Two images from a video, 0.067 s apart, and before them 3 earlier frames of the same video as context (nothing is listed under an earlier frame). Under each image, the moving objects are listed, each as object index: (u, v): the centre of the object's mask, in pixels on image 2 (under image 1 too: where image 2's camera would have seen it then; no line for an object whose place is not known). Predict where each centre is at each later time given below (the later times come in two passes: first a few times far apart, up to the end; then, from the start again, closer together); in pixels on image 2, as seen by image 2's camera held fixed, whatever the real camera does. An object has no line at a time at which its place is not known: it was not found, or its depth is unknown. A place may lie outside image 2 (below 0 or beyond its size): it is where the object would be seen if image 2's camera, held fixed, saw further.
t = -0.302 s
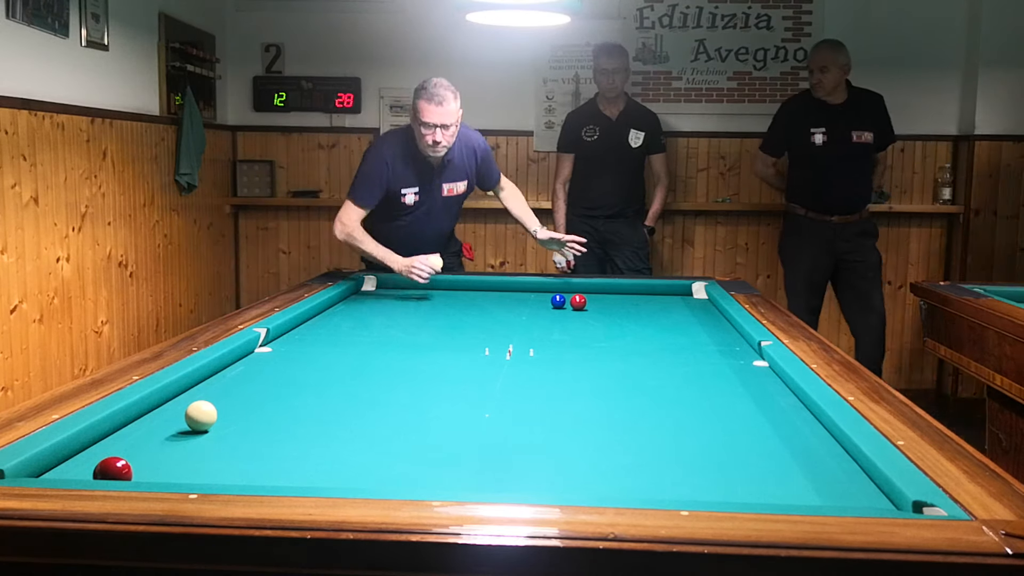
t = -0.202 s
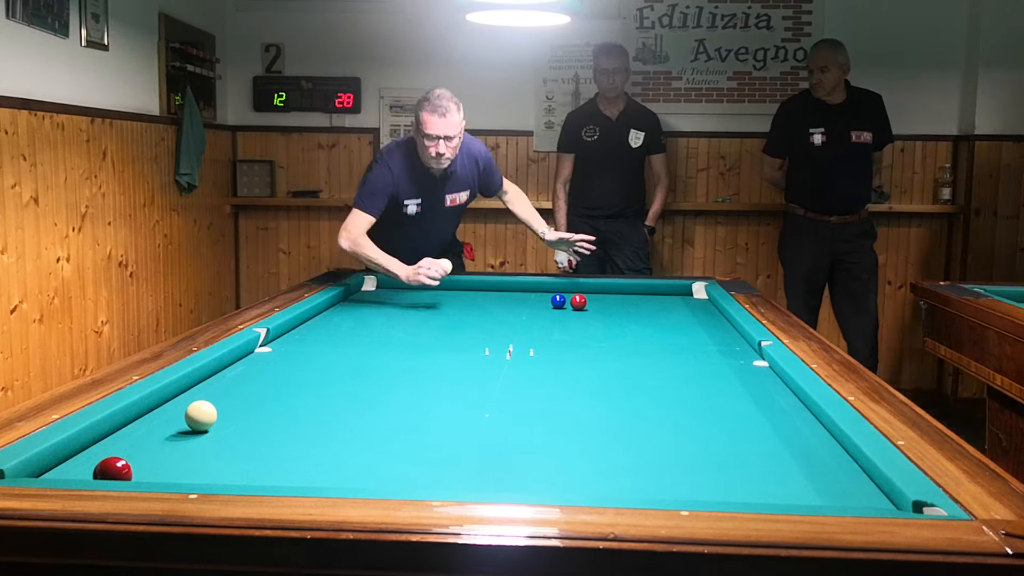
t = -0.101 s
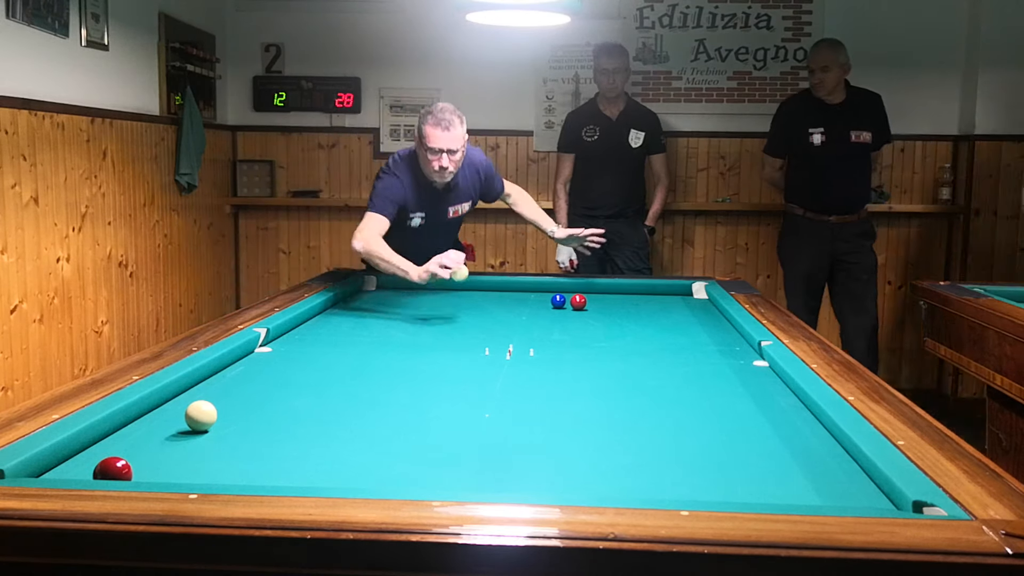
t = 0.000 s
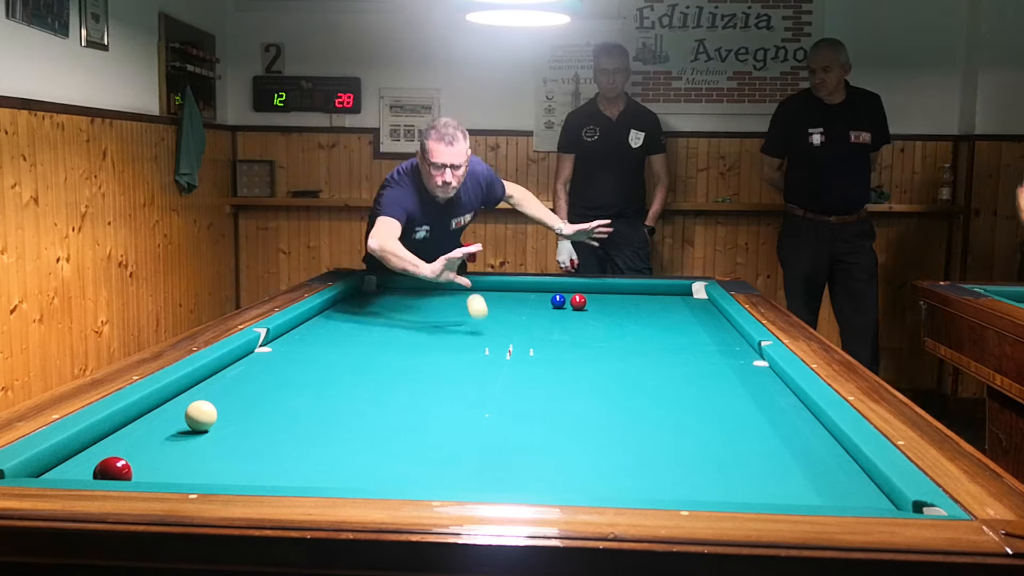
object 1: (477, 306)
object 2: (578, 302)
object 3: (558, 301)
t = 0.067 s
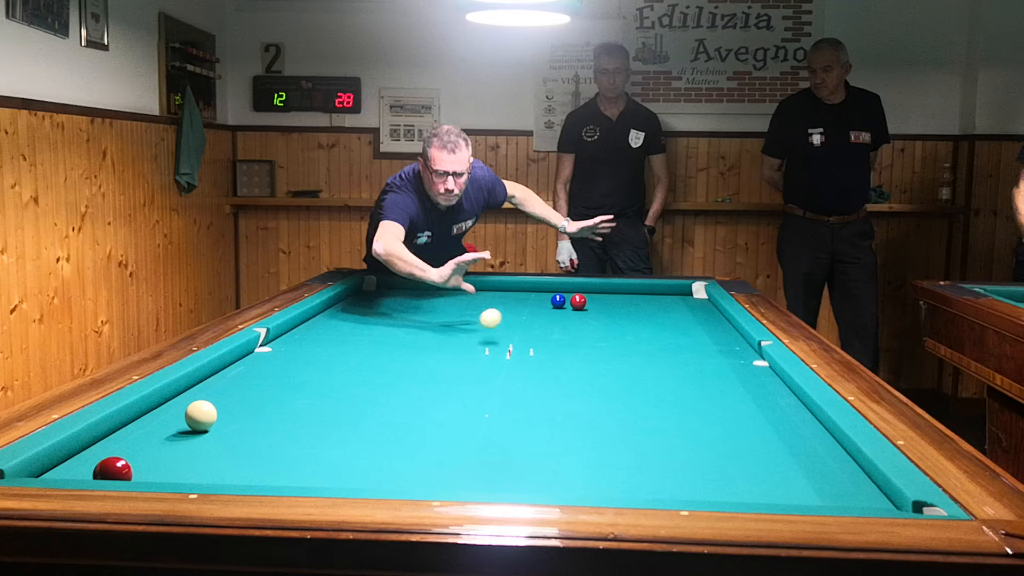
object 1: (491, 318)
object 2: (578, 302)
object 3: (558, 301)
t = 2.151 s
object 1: (695, 342)
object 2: (578, 302)
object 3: (558, 301)
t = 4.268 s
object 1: (568, 298)
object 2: (578, 302)
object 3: (551, 302)
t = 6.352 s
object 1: (545, 304)
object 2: (610, 311)
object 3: (397, 319)
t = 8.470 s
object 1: (544, 305)
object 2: (615, 314)
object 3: (294, 333)
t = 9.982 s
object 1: (544, 305)
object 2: (615, 314)
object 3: (303, 339)
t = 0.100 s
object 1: (497, 314)
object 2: (578, 301)
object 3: (558, 301)
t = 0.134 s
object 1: (504, 315)
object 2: (578, 302)
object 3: (558, 301)
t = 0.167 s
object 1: (512, 319)
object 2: (578, 301)
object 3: (558, 301)
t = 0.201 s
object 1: (520, 328)
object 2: (578, 302)
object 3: (558, 301)
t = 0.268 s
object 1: (537, 359)
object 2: (578, 302)
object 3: (558, 301)
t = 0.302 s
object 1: (547, 359)
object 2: (578, 302)
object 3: (558, 301)
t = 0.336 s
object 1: (556, 361)
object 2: (578, 301)
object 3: (558, 301)
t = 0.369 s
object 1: (566, 367)
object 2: (578, 302)
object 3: (558, 301)
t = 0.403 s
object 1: (577, 379)
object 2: (578, 302)
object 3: (558, 301)
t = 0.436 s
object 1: (589, 395)
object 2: (578, 302)
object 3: (558, 301)
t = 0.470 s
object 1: (601, 396)
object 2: (578, 302)
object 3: (558, 301)
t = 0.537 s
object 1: (626, 418)
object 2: (578, 302)
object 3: (558, 301)
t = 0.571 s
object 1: (641, 427)
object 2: (578, 302)
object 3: (558, 301)
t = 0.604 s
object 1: (656, 441)
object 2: (578, 302)
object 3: (558, 301)
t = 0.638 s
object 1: (673, 452)
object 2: (578, 302)
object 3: (558, 301)
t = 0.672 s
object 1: (689, 464)
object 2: (578, 302)
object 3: (558, 301)
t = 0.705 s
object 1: (708, 477)
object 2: (578, 302)
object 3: (558, 301)
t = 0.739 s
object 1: (727, 486)
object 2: (578, 302)
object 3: (558, 301)
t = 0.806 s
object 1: (764, 498)
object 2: (578, 302)
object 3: (558, 301)
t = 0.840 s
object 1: (766, 493)
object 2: (578, 302)
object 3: (558, 301)
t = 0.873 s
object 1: (768, 488)
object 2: (578, 302)
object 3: (558, 301)
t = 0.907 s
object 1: (770, 482)
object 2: (578, 302)
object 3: (558, 301)
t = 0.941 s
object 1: (772, 474)
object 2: (578, 302)
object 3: (558, 301)
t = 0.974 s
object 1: (775, 466)
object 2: (578, 302)
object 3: (558, 301)
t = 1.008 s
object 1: (777, 459)
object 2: (578, 302)
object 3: (558, 301)
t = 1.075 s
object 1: (781, 447)
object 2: (578, 302)
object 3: (558, 301)
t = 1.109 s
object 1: (783, 441)
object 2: (578, 302)
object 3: (558, 301)
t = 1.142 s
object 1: (786, 436)
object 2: (578, 302)
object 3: (558, 301)
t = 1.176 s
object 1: (788, 431)
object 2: (578, 302)
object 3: (558, 301)
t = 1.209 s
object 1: (790, 427)
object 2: (578, 302)
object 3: (558, 301)
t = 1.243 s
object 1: (791, 422)
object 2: (578, 302)
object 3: (558, 301)
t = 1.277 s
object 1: (794, 418)
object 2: (578, 302)
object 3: (558, 301)
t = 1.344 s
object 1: (797, 409)
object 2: (578, 302)
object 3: (558, 301)
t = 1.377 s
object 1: (795, 405)
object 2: (578, 302)
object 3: (558, 301)
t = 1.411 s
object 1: (788, 402)
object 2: (578, 302)
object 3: (558, 301)
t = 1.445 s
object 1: (781, 398)
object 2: (578, 302)
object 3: (558, 301)
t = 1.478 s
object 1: (776, 395)
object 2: (578, 302)
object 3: (558, 301)
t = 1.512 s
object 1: (770, 391)
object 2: (578, 302)
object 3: (558, 301)
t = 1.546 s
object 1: (765, 388)
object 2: (578, 302)
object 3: (558, 301)
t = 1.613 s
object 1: (756, 382)
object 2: (578, 302)
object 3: (558, 301)
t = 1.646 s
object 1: (751, 379)
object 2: (578, 302)
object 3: (558, 301)
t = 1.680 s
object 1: (747, 376)
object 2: (578, 302)
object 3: (558, 301)
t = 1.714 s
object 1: (742, 373)
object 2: (578, 302)
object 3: (558, 301)
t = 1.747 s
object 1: (738, 370)
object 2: (578, 302)
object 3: (558, 301)
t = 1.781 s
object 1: (734, 367)
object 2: (578, 302)
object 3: (558, 301)
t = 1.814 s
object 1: (730, 365)
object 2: (578, 302)
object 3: (558, 301)
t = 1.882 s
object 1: (722, 360)
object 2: (578, 302)
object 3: (558, 301)
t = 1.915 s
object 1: (718, 357)
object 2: (578, 302)
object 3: (558, 301)
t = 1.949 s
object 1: (715, 355)
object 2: (578, 302)
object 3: (558, 301)
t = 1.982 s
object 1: (711, 353)
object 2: (578, 302)
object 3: (558, 301)
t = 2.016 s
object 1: (708, 350)
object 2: (578, 302)
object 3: (558, 301)
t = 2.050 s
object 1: (704, 348)
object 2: (578, 302)
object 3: (558, 301)
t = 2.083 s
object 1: (701, 346)
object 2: (578, 302)
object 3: (558, 301)
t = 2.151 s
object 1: (695, 342)
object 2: (578, 302)
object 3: (558, 301)
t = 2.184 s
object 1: (692, 340)
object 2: (578, 302)
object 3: (558, 301)
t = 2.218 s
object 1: (688, 338)
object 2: (578, 302)
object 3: (558, 301)
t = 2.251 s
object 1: (685, 336)
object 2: (578, 302)
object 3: (558, 301)
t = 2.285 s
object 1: (682, 334)
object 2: (578, 302)
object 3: (558, 301)
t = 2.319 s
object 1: (680, 332)
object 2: (578, 302)
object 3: (558, 301)
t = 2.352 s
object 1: (677, 331)
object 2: (578, 302)
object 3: (558, 301)
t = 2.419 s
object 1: (672, 327)
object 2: (578, 302)
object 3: (558, 301)
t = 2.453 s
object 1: (669, 326)
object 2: (578, 302)
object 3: (558, 301)
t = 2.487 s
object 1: (666, 324)
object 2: (578, 302)
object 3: (558, 301)
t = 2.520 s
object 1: (664, 322)
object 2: (578, 302)
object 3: (558, 301)
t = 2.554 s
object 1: (661, 321)
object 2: (578, 302)
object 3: (558, 301)
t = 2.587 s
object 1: (659, 319)
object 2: (578, 302)
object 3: (558, 301)
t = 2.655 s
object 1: (655, 316)
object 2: (578, 302)
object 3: (558, 301)
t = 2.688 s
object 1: (652, 315)
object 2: (578, 302)
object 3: (558, 301)
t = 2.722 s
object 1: (650, 314)
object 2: (578, 302)
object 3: (558, 301)
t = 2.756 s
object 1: (648, 312)
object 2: (578, 302)
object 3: (558, 301)
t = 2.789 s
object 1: (646, 311)
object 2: (578, 302)
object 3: (558, 301)
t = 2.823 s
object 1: (644, 309)
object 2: (578, 302)
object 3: (558, 301)
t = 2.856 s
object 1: (642, 308)
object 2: (578, 302)
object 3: (558, 301)
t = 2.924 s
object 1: (638, 306)
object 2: (578, 302)
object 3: (558, 301)
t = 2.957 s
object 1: (636, 305)
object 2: (578, 302)
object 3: (558, 301)
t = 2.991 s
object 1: (634, 303)
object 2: (578, 302)
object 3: (558, 301)
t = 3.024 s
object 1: (633, 302)
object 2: (578, 302)
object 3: (558, 301)
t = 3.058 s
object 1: (631, 301)
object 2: (578, 302)
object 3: (558, 301)
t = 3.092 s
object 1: (629, 299)
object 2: (578, 302)
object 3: (558, 301)
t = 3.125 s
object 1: (627, 298)
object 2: (578, 302)
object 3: (558, 301)
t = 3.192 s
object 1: (624, 296)
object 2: (578, 302)
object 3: (558, 301)
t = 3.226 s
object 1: (622, 295)
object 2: (578, 302)
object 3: (558, 301)
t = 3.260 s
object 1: (620, 294)
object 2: (578, 302)
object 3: (558, 301)
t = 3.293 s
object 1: (619, 293)
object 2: (578, 302)
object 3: (558, 301)
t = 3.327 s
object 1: (617, 292)
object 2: (578, 302)
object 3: (558, 301)
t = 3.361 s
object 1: (615, 291)
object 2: (578, 302)
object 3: (558, 301)
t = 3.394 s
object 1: (614, 290)
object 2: (578, 302)
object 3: (558, 301)
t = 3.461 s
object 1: (611, 288)
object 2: (578, 302)
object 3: (558, 301)
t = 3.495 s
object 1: (609, 288)
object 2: (578, 302)
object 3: (558, 301)
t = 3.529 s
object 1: (608, 288)
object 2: (578, 302)
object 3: (558, 301)
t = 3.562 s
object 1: (606, 289)
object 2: (578, 302)
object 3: (558, 301)
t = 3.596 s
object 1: (604, 289)
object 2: (578, 302)
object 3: (558, 301)
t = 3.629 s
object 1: (602, 290)
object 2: (578, 302)
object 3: (558, 301)
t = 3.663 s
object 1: (600, 290)
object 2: (578, 302)
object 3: (558, 301)
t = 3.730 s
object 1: (596, 291)
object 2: (578, 302)
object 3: (558, 301)
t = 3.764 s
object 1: (594, 292)
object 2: (578, 302)
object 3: (558, 301)
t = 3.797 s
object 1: (593, 292)
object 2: (578, 301)
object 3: (558, 301)
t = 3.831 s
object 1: (591, 293)
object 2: (578, 302)
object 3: (558, 301)
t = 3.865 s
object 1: (589, 293)
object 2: (578, 302)
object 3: (558, 301)
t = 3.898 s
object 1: (588, 293)
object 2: (578, 302)
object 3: (558, 301)
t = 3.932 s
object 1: (586, 293)
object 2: (578, 302)
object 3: (558, 301)
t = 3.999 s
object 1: (582, 293)
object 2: (578, 302)
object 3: (558, 301)
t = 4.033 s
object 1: (579, 293)
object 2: (578, 302)
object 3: (558, 301)
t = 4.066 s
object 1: (576, 293)
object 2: (578, 302)
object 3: (558, 301)
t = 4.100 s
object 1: (573, 294)
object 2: (578, 302)
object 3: (558, 301)
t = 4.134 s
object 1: (570, 295)
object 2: (579, 302)
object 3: (558, 301)
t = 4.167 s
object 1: (569, 296)
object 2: (579, 302)
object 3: (558, 301)
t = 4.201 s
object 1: (568, 297)
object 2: (579, 302)
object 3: (557, 301)
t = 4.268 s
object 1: (568, 298)
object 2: (578, 302)
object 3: (551, 302)
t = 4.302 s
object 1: (568, 298)
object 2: (579, 302)
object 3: (548, 302)
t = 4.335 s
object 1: (568, 299)
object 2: (580, 302)
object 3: (545, 303)
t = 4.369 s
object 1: (567, 299)
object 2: (580, 302)
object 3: (543, 303)
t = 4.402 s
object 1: (567, 299)
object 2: (581, 303)
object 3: (540, 303)
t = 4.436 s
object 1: (567, 300)
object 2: (582, 303)
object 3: (538, 303)
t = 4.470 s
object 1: (567, 300)
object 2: (582, 303)
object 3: (535, 304)
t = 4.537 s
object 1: (566, 300)
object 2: (583, 303)
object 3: (530, 304)
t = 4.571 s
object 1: (565, 300)
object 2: (584, 304)
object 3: (527, 305)
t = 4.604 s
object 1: (564, 300)
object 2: (585, 304)
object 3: (525, 305)
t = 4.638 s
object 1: (564, 300)
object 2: (585, 304)
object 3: (522, 305)
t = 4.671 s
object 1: (563, 300)
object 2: (586, 304)
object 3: (520, 305)
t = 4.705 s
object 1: (563, 301)
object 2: (586, 304)
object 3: (517, 306)
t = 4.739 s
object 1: (562, 301)
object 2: (587, 304)
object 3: (515, 306)
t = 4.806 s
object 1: (561, 301)
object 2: (588, 305)
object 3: (510, 307)
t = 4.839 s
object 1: (561, 301)
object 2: (589, 305)
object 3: (507, 307)
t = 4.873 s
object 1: (560, 301)
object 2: (589, 305)
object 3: (505, 307)
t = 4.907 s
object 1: (560, 301)
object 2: (590, 305)
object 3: (502, 307)
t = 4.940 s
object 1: (559, 301)
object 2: (591, 305)
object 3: (500, 308)
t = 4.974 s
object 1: (559, 301)
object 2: (591, 305)
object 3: (497, 308)
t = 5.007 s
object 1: (558, 301)
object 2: (592, 306)
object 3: (495, 308)
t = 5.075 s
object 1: (557, 302)
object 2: (593, 306)
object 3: (490, 309)
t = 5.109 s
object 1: (557, 302)
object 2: (594, 306)
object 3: (487, 309)
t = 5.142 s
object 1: (557, 302)
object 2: (594, 306)
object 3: (485, 309)
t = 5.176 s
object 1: (556, 302)
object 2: (595, 306)
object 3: (482, 310)
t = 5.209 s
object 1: (556, 302)
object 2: (595, 306)
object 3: (480, 310)
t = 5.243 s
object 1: (555, 302)
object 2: (596, 307)
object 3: (477, 310)
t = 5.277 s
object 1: (555, 302)
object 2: (596, 307)
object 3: (475, 310)
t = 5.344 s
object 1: (554, 302)
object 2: (597, 307)
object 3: (470, 311)
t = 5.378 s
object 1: (553, 302)
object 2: (598, 308)
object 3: (467, 311)
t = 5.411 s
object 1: (553, 302)
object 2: (598, 308)
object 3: (465, 311)
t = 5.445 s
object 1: (553, 303)
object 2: (599, 308)
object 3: (462, 312)
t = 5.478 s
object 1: (552, 303)
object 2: (599, 308)
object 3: (460, 312)
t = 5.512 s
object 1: (552, 303)
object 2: (600, 308)
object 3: (457, 312)
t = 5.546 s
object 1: (552, 303)
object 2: (600, 308)
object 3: (455, 313)
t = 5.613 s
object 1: (551, 303)
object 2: (602, 308)
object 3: (450, 313)
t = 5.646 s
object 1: (551, 303)
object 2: (602, 309)
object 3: (447, 313)
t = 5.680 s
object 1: (550, 303)
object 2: (602, 309)
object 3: (445, 314)
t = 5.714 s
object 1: (550, 303)
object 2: (603, 309)
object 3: (443, 314)
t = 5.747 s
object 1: (550, 303)
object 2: (603, 309)
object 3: (440, 314)
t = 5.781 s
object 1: (549, 303)
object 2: (604, 309)
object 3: (438, 314)
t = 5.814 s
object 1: (549, 303)
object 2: (604, 309)
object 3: (435, 315)
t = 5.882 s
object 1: (548, 304)
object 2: (605, 310)
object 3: (431, 315)
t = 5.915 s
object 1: (548, 304)
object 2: (605, 310)
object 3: (428, 316)
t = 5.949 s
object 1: (548, 304)
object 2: (606, 310)
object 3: (426, 316)
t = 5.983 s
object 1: (548, 304)
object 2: (606, 310)
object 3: (423, 316)
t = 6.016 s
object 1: (547, 304)
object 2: (607, 310)
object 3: (421, 316)
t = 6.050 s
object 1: (547, 304)
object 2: (607, 310)
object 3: (419, 317)
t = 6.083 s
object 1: (547, 304)
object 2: (607, 310)
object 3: (416, 317)
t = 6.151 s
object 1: (547, 304)
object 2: (608, 310)
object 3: (411, 317)
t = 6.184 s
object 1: (547, 304)
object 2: (608, 310)
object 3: (409, 318)
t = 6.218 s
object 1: (546, 304)
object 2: (609, 311)
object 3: (407, 318)
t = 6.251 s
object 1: (546, 304)
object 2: (609, 311)
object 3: (404, 318)
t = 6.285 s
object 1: (546, 304)
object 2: (609, 311)
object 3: (402, 318)
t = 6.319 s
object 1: (546, 304)
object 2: (610, 311)
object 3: (400, 319)
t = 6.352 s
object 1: (545, 304)
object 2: (610, 311)
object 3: (397, 319)
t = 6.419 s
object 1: (545, 304)
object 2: (611, 311)
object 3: (393, 319)
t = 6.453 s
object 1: (545, 304)
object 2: (611, 311)
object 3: (390, 320)
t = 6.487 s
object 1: (545, 304)
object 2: (611, 311)
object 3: (388, 320)
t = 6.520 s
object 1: (545, 304)
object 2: (611, 312)
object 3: (386, 320)
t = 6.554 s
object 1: (544, 305)
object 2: (612, 312)
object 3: (384, 321)
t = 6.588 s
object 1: (544, 304)
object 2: (612, 312)
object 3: (381, 321)
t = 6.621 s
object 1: (544, 305)
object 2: (612, 312)
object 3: (379, 321)
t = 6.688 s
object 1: (544, 305)
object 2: (613, 312)
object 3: (375, 322)
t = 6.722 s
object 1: (544, 305)
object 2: (613, 312)
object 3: (372, 322)
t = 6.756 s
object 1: (544, 305)
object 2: (613, 312)
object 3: (370, 322)
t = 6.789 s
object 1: (544, 305)
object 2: (613, 312)
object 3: (368, 322)
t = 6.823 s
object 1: (544, 305)
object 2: (613, 312)
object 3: (366, 323)
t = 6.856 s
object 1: (544, 305)
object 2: (614, 312)
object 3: (364, 323)
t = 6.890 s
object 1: (544, 305)
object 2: (614, 312)
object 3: (361, 323)
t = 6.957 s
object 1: (544, 305)
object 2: (614, 313)
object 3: (357, 323)
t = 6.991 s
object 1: (544, 305)
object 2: (614, 313)
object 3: (355, 324)
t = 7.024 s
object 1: (544, 305)
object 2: (614, 313)
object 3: (353, 324)
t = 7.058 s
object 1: (544, 305)
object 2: (614, 313)
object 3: (351, 324)
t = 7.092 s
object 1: (544, 305)
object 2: (614, 313)
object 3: (348, 324)
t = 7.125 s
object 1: (544, 305)
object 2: (614, 313)
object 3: (346, 325)
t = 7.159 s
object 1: (544, 305)
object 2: (614, 313)
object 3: (344, 325)
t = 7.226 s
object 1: (544, 305)
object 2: (615, 313)
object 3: (340, 325)
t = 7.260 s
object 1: (544, 305)
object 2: (615, 313)
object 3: (338, 325)
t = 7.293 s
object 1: (544, 305)
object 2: (615, 313)
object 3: (336, 326)
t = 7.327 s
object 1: (544, 305)
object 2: (615, 313)
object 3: (334, 326)
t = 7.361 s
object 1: (544, 305)
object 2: (615, 313)
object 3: (332, 326)
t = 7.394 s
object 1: (544, 305)
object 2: (615, 313)
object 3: (330, 326)
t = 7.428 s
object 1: (544, 305)
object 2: (615, 313)
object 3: (328, 327)
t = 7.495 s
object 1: (544, 305)
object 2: (615, 314)
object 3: (323, 327)
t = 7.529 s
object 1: (544, 305)
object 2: (615, 314)
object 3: (322, 327)
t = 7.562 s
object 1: (544, 305)
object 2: (615, 314)
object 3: (320, 328)
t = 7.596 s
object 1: (544, 305)
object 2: (615, 314)
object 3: (317, 328)
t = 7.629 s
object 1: (544, 305)
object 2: (615, 314)
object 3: (316, 328)
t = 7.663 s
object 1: (544, 305)
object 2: (615, 314)
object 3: (314, 328)
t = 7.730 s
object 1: (543, 305)
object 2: (615, 314)
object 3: (310, 329)
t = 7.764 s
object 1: (543, 305)
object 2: (615, 314)
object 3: (308, 329)
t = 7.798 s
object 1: (543, 305)
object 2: (615, 314)
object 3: (306, 329)
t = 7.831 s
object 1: (543, 305)
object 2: (615, 314)
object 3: (304, 329)
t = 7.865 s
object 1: (543, 305)
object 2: (615, 314)
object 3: (302, 330)
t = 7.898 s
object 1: (543, 305)
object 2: (615, 314)
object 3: (300, 330)
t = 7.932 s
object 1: (544, 305)
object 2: (615, 314)
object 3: (298, 330)
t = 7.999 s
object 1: (544, 305)
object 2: (615, 314)
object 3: (295, 330)
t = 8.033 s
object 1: (544, 305)
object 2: (615, 314)
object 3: (293, 330)
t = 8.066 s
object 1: (544, 305)
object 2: (615, 314)
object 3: (291, 331)
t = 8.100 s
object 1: (544, 305)
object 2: (615, 314)
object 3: (289, 331)
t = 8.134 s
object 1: (544, 305)
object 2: (615, 314)
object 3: (290, 331)
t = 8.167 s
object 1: (544, 305)
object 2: (615, 314)
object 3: (290, 331)
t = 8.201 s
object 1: (544, 305)
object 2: (615, 314)
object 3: (291, 331)
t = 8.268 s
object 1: (544, 305)
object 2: (615, 314)
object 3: (292, 332)
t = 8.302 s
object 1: (544, 305)
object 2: (615, 314)
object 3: (292, 332)
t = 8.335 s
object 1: (544, 305)
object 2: (615, 314)
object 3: (292, 332)
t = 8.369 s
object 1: (544, 305)
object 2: (615, 314)
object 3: (293, 332)
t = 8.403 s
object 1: (543, 305)
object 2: (615, 314)
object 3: (293, 333)
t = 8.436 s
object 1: (543, 305)
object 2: (615, 314)
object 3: (294, 333)
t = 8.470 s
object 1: (544, 305)
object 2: (615, 314)
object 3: (294, 333)
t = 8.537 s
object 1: (544, 305)
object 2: (615, 314)
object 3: (295, 333)
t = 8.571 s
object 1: (543, 305)
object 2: (615, 314)
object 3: (295, 333)
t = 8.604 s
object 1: (543, 305)
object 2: (615, 314)
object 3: (295, 334)
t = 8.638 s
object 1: (543, 305)
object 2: (615, 314)
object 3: (295, 334)
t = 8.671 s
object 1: (544, 305)
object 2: (615, 314)
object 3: (296, 334)
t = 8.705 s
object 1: (544, 305)
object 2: (615, 314)
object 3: (296, 334)
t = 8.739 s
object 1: (544, 305)
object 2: (615, 314)
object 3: (297, 334)
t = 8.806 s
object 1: (544, 305)
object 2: (615, 314)
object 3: (297, 334)
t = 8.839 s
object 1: (544, 305)
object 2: (615, 314)
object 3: (297, 335)
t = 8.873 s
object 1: (544, 305)
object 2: (615, 314)
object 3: (298, 335)
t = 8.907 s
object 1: (544, 305)
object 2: (615, 314)
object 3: (298, 335)
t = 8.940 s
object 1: (544, 305)
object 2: (615, 314)
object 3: (298, 335)
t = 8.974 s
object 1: (544, 305)
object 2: (615, 314)
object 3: (298, 335)
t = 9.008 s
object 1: (544, 305)
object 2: (615, 314)
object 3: (299, 335)
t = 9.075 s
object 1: (544, 305)
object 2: (615, 314)
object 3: (299, 336)
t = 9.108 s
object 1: (544, 305)
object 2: (615, 314)
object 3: (300, 336)
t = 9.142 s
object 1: (544, 305)
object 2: (615, 314)
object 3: (300, 336)
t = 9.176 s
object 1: (544, 305)
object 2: (615, 314)
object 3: (300, 336)
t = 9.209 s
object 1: (544, 305)
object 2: (615, 314)
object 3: (300, 336)
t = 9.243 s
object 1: (544, 305)
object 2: (615, 314)
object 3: (300, 336)
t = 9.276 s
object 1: (544, 305)
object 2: (615, 314)
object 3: (301, 336)
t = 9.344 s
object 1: (544, 305)
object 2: (615, 314)
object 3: (301, 336)
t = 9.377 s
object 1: (544, 305)
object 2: (615, 314)
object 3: (301, 337)
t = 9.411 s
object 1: (544, 305)
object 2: (615, 314)
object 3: (302, 337)
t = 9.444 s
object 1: (544, 305)
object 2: (615, 314)
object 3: (302, 337)
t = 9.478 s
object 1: (544, 305)
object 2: (615, 314)
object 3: (302, 337)
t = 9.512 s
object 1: (544, 305)
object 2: (615, 314)
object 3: (302, 337)
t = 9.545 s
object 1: (544, 305)
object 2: (615, 314)
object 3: (302, 337)
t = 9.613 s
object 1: (544, 305)
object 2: (615, 314)
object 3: (302, 337)
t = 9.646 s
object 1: (544, 305)
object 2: (615, 314)
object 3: (302, 338)
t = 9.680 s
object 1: (544, 305)
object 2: (615, 314)
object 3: (303, 338)
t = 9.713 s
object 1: (544, 305)
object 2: (615, 314)
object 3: (303, 338)
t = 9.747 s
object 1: (544, 305)
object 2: (615, 314)
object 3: (303, 338)
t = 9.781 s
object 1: (544, 305)
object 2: (615, 314)
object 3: (303, 338)
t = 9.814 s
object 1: (544, 305)
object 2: (615, 314)
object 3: (303, 338)
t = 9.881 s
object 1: (544, 305)
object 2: (615, 314)
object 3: (303, 338)
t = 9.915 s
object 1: (544, 305)
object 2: (615, 314)
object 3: (303, 338)
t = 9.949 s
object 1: (544, 305)
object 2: (615, 314)
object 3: (303, 339)
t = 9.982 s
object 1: (544, 305)
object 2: (615, 314)
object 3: (303, 339)
